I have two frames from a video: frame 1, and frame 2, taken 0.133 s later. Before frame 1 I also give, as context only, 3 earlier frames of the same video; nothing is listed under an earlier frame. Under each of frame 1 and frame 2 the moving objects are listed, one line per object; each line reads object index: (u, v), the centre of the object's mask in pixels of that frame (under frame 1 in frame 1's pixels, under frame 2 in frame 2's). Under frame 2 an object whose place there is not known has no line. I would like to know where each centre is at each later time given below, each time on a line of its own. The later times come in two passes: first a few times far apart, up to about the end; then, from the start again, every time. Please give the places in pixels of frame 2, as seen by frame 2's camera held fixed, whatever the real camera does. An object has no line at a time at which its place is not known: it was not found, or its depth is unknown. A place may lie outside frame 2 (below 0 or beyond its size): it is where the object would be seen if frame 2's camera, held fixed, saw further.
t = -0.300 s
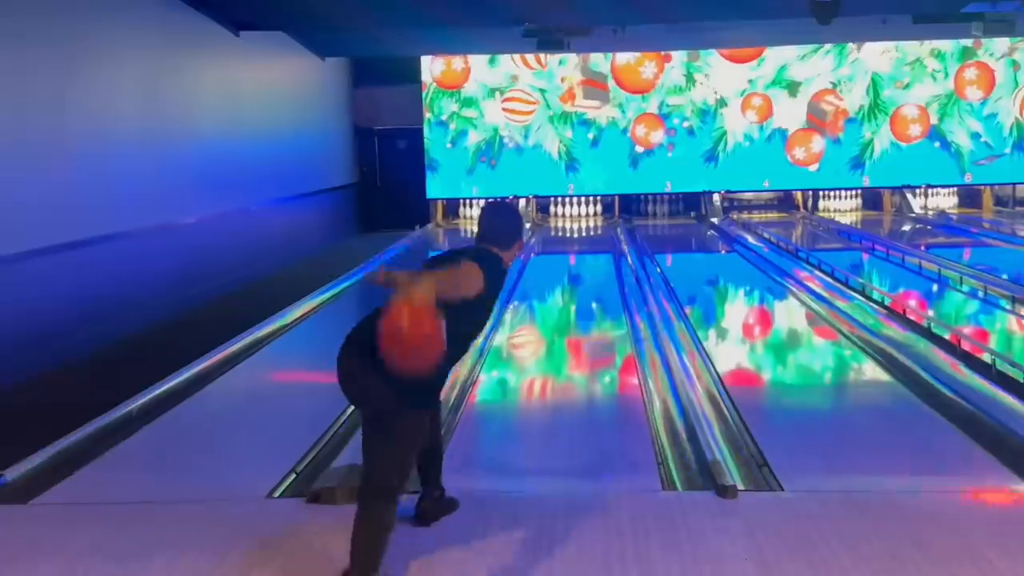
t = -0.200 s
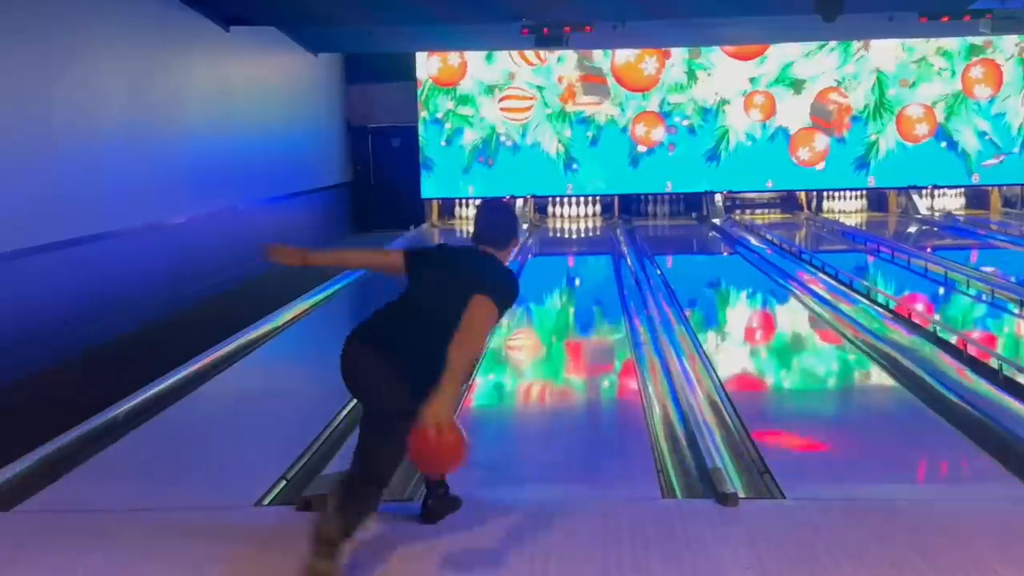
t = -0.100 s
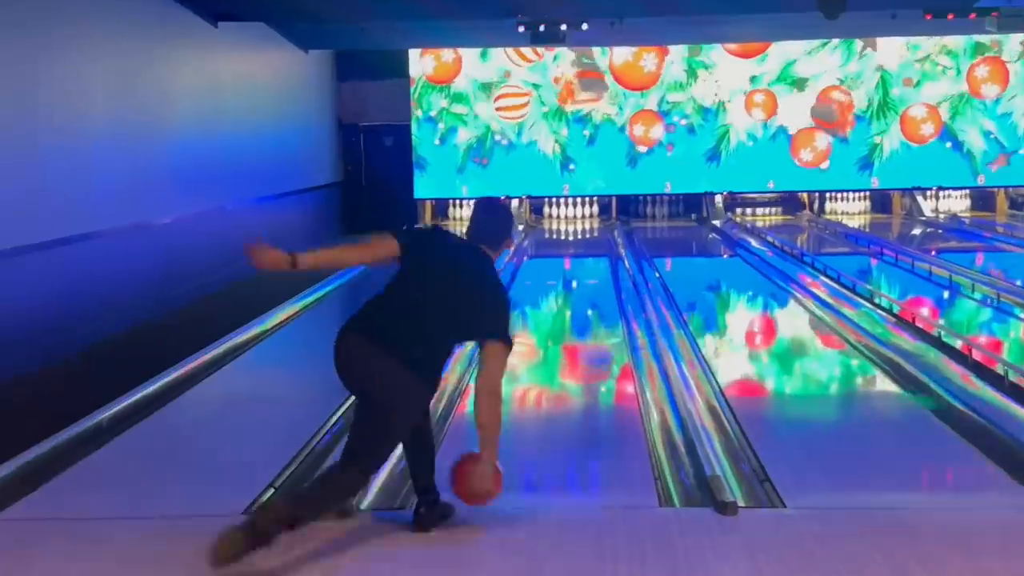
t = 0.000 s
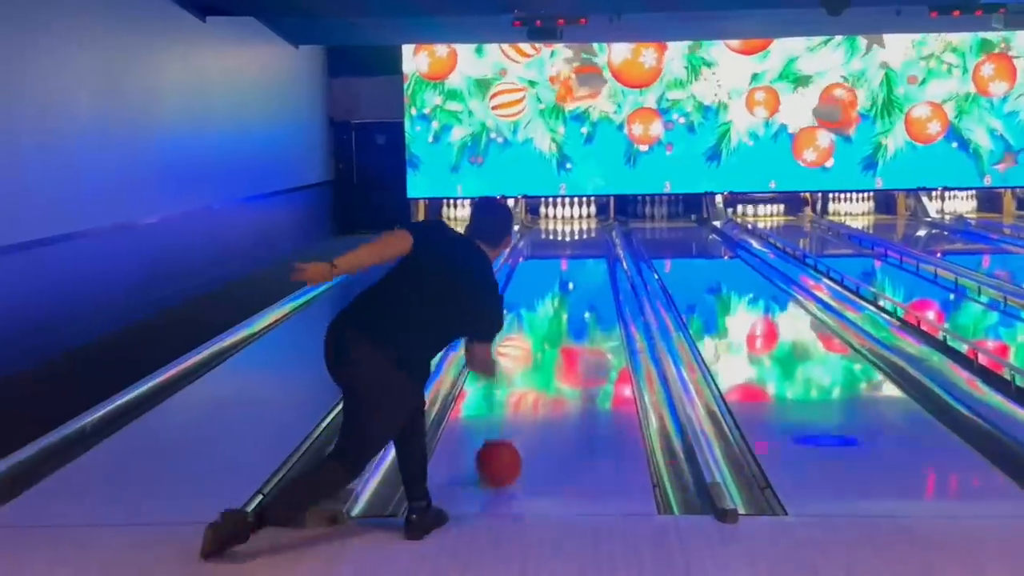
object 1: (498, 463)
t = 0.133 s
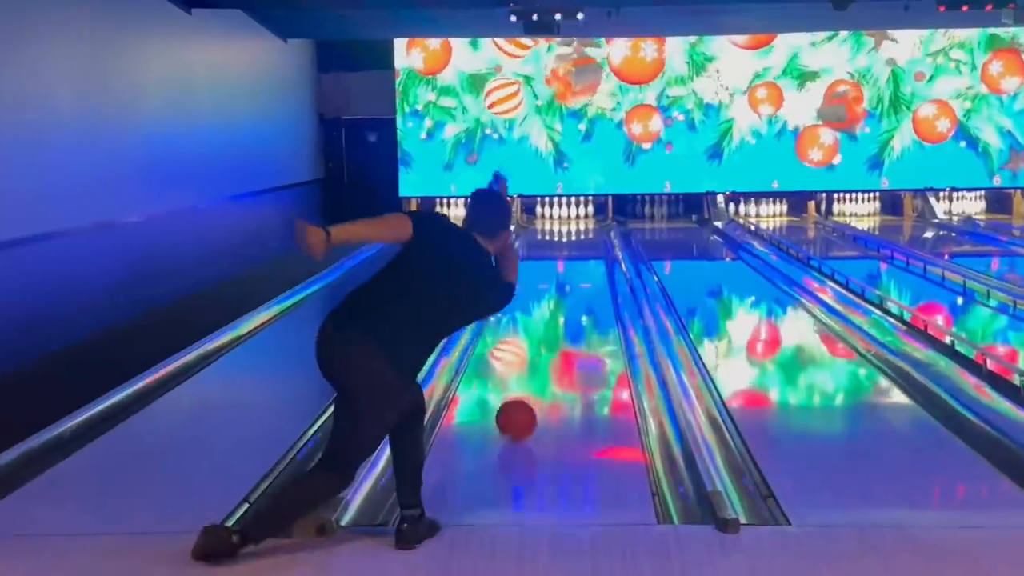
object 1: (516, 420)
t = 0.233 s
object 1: (529, 390)
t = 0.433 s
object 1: (547, 347)
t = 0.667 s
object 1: (560, 313)
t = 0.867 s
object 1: (567, 290)
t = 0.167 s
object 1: (520, 409)
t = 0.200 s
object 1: (525, 399)
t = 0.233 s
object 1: (529, 390)
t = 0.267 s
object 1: (533, 382)
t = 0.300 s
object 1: (536, 374)
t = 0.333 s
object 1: (539, 367)
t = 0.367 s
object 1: (542, 360)
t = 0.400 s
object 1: (544, 353)
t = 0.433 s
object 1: (547, 347)
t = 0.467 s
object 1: (549, 341)
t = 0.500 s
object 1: (552, 336)
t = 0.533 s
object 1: (553, 331)
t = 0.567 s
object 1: (555, 326)
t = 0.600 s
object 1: (557, 321)
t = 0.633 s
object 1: (559, 317)
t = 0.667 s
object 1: (560, 313)
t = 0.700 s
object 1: (561, 308)
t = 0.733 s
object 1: (563, 304)
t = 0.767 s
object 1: (564, 301)
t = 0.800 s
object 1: (565, 297)
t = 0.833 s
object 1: (566, 294)
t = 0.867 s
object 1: (567, 290)
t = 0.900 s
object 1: (568, 287)
